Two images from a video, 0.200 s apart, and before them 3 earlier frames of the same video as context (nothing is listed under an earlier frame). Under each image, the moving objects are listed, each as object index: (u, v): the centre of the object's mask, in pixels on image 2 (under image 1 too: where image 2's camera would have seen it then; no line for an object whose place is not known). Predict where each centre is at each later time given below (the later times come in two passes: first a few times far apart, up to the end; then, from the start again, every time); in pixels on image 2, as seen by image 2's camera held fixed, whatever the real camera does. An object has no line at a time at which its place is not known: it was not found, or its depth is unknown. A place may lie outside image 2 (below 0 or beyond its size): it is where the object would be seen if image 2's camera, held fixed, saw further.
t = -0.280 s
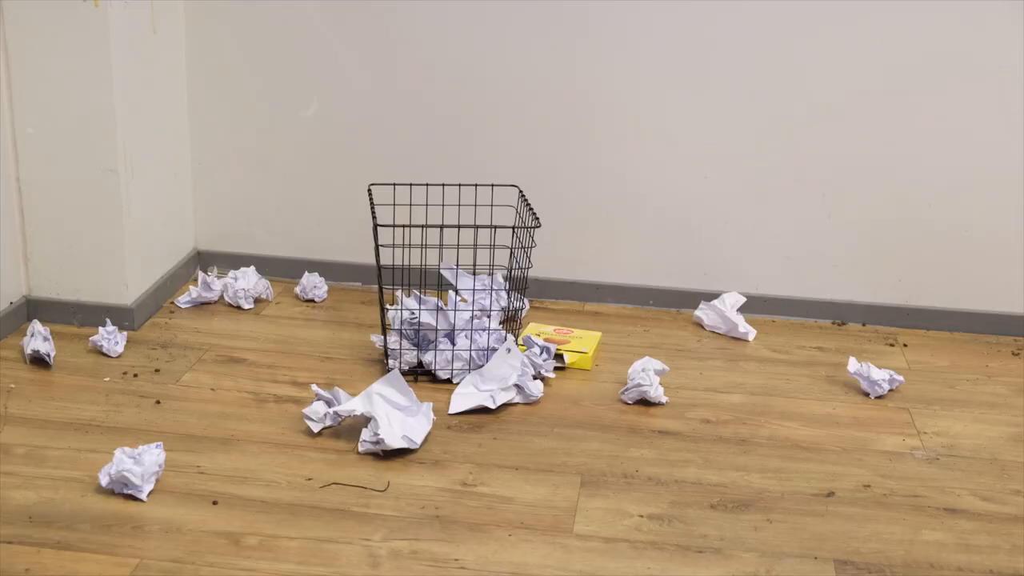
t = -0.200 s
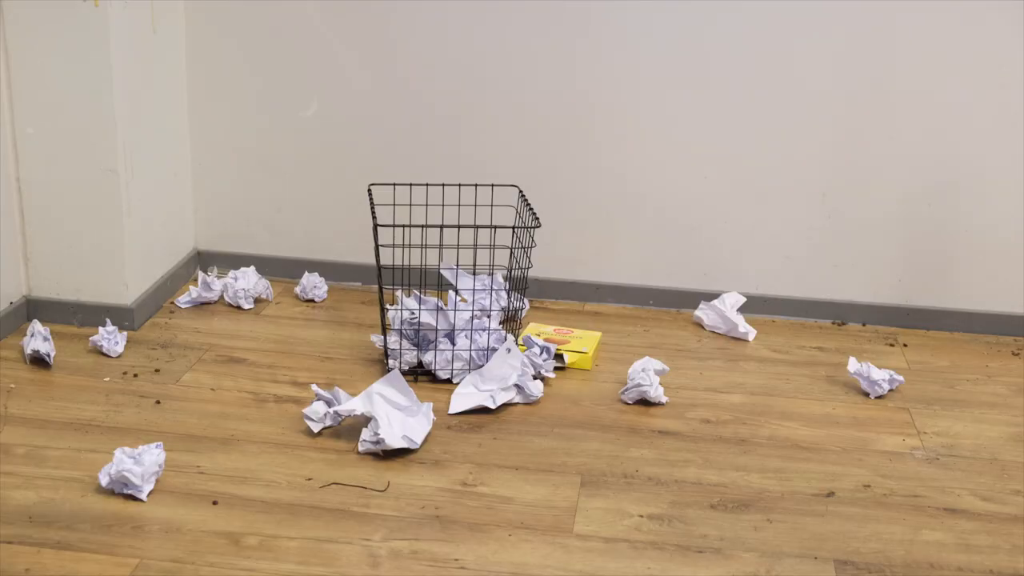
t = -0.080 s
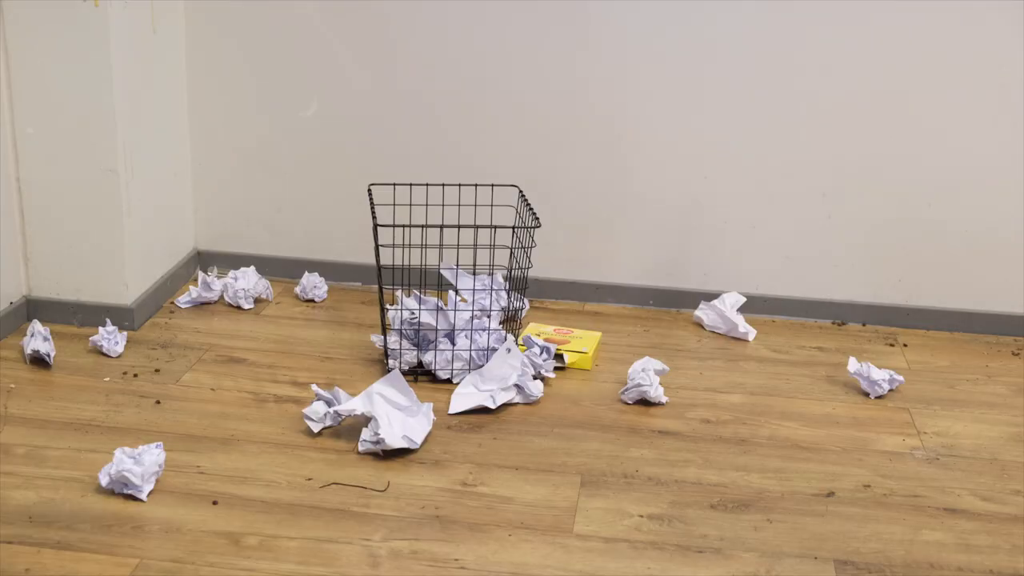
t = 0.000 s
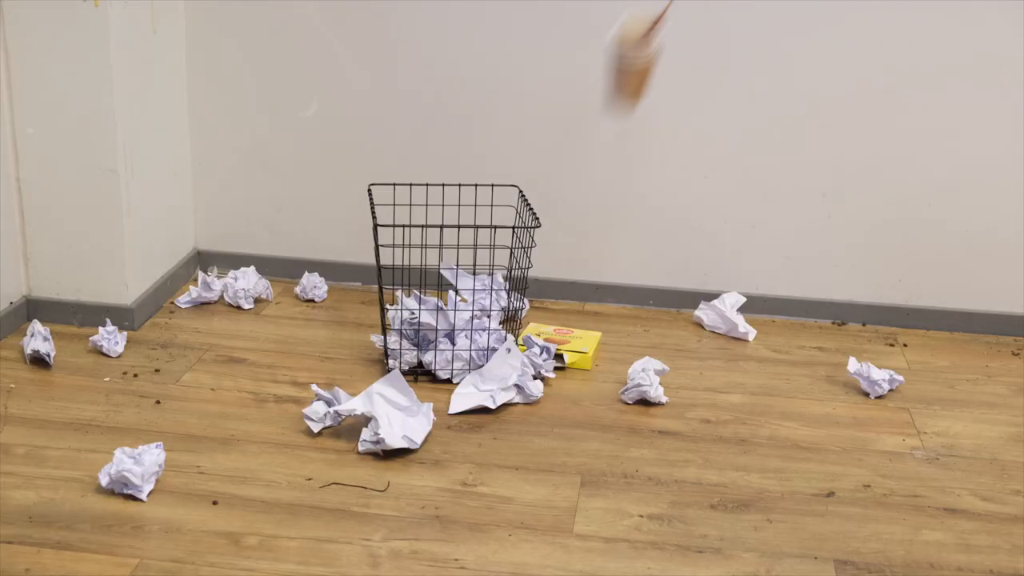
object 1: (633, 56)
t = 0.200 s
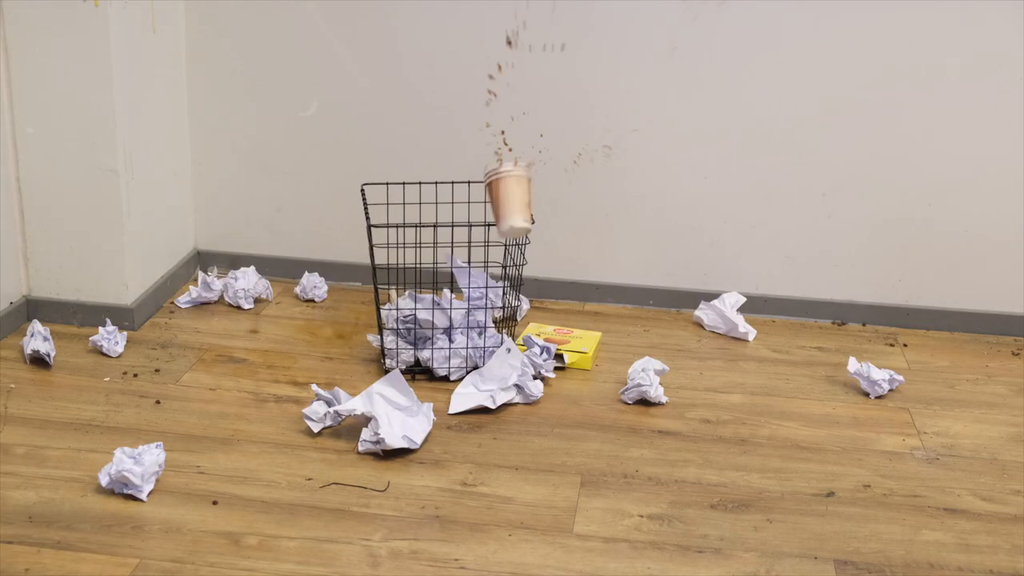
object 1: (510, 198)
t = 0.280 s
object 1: (495, 238)
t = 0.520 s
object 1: (461, 405)
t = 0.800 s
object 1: (453, 428)
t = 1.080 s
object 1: (461, 428)
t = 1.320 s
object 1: (464, 428)
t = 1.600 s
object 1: (459, 428)
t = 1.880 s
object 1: (458, 428)
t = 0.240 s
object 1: (501, 218)
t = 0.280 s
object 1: (495, 238)
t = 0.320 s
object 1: (490, 268)
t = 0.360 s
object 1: (483, 306)
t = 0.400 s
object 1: (476, 355)
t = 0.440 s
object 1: (470, 383)
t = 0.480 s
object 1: (462, 388)
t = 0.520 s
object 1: (461, 405)
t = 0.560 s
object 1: (461, 416)
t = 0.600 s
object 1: (460, 422)
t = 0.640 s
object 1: (459, 426)
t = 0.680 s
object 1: (457, 427)
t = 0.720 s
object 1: (455, 428)
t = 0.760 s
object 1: (454, 428)
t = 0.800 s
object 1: (453, 428)
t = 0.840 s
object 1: (453, 428)
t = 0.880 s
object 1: (454, 428)
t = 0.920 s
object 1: (455, 428)
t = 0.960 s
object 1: (457, 428)
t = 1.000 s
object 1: (458, 428)
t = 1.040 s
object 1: (460, 428)
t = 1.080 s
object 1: (461, 428)
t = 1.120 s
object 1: (462, 428)
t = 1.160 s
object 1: (463, 428)
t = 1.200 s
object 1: (464, 428)
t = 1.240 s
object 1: (464, 428)
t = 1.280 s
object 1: (465, 428)
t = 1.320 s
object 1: (464, 428)
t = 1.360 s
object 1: (464, 428)
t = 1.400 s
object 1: (464, 428)
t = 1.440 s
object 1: (463, 428)
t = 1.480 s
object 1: (462, 428)
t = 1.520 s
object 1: (461, 428)
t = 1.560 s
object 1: (460, 428)
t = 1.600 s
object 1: (459, 428)
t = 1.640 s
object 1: (458, 428)
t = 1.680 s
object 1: (458, 428)
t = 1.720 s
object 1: (457, 428)
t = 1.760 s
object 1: (457, 428)
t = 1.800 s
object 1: (457, 428)
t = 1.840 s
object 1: (457, 428)
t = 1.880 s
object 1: (458, 428)
